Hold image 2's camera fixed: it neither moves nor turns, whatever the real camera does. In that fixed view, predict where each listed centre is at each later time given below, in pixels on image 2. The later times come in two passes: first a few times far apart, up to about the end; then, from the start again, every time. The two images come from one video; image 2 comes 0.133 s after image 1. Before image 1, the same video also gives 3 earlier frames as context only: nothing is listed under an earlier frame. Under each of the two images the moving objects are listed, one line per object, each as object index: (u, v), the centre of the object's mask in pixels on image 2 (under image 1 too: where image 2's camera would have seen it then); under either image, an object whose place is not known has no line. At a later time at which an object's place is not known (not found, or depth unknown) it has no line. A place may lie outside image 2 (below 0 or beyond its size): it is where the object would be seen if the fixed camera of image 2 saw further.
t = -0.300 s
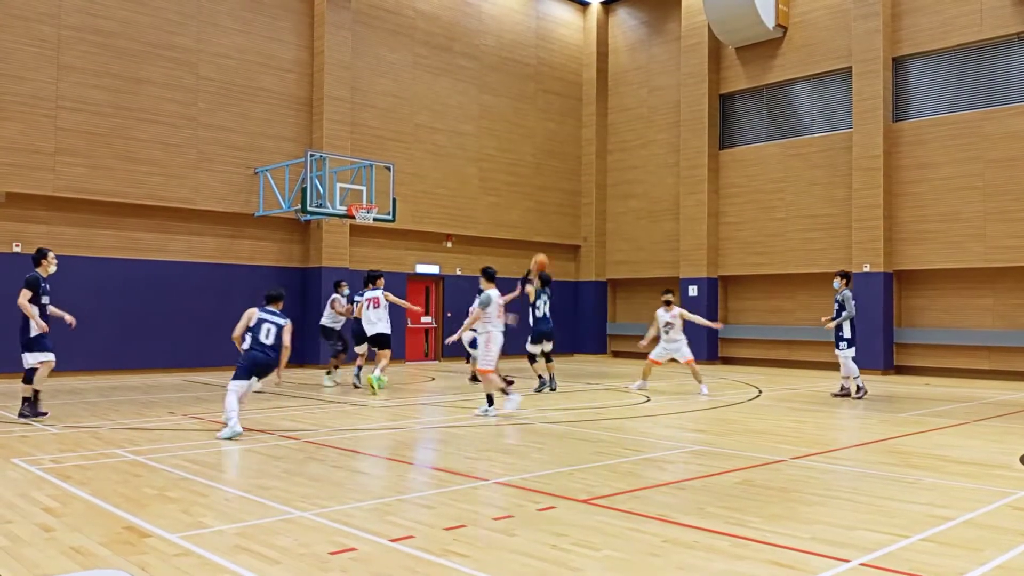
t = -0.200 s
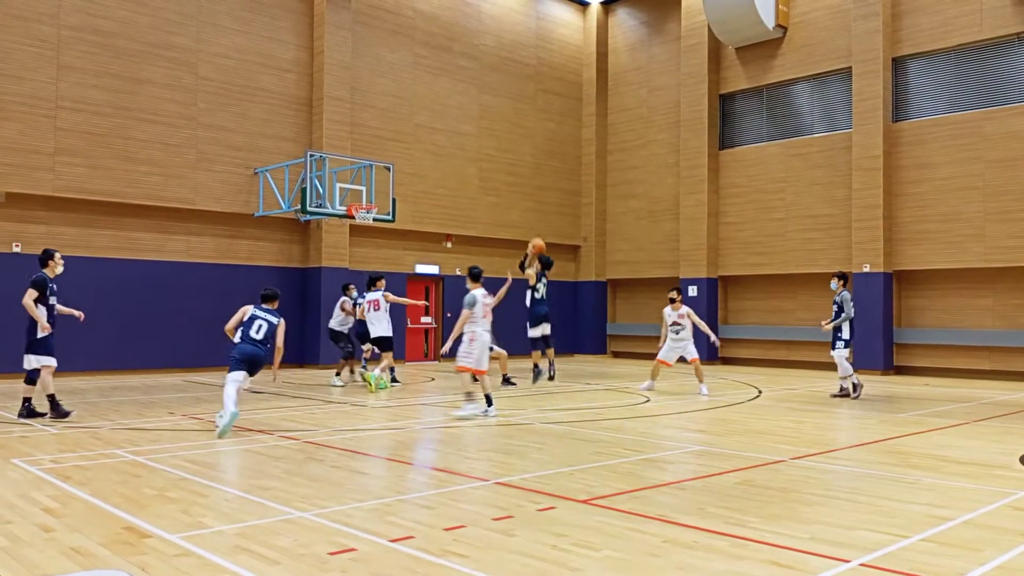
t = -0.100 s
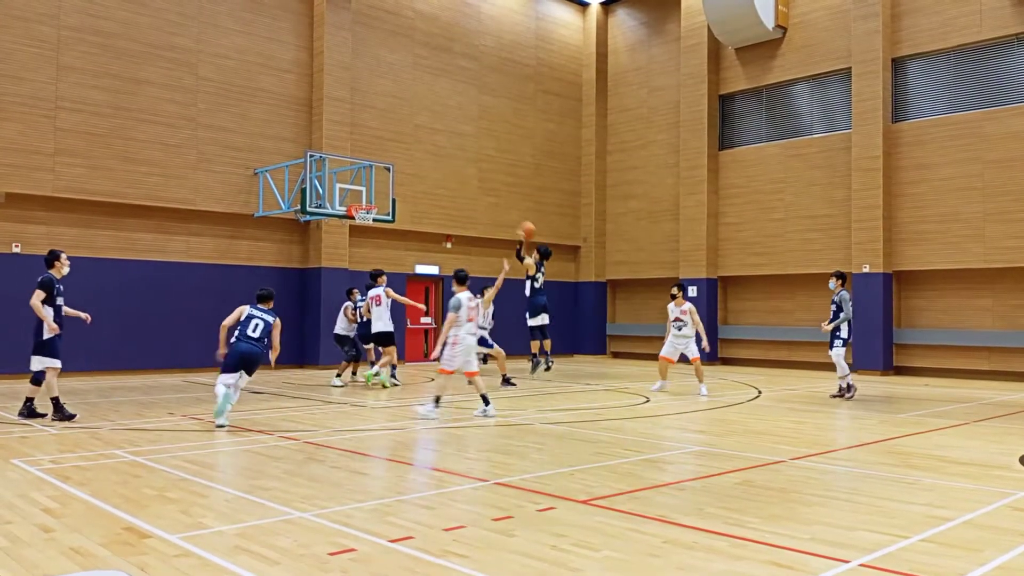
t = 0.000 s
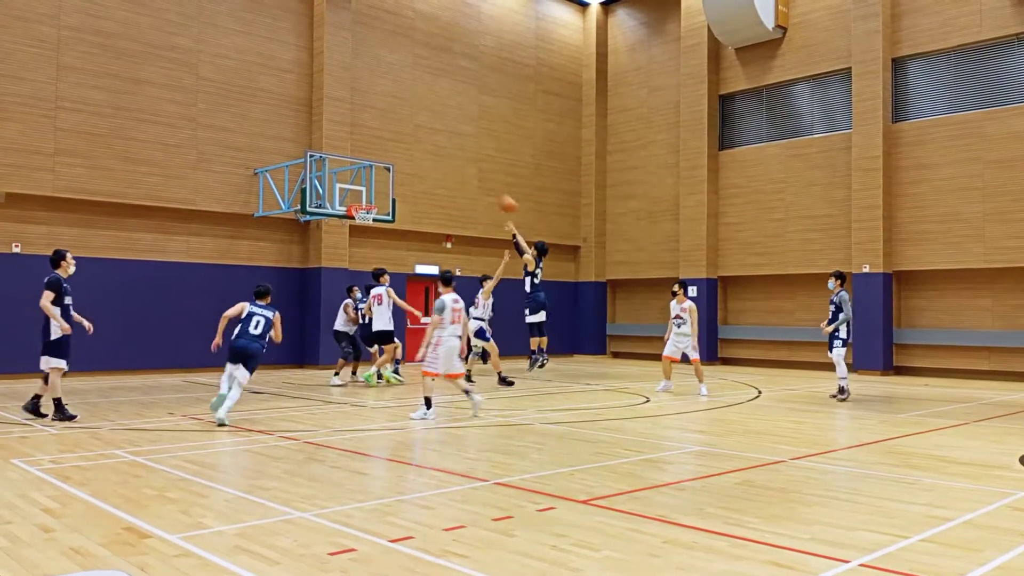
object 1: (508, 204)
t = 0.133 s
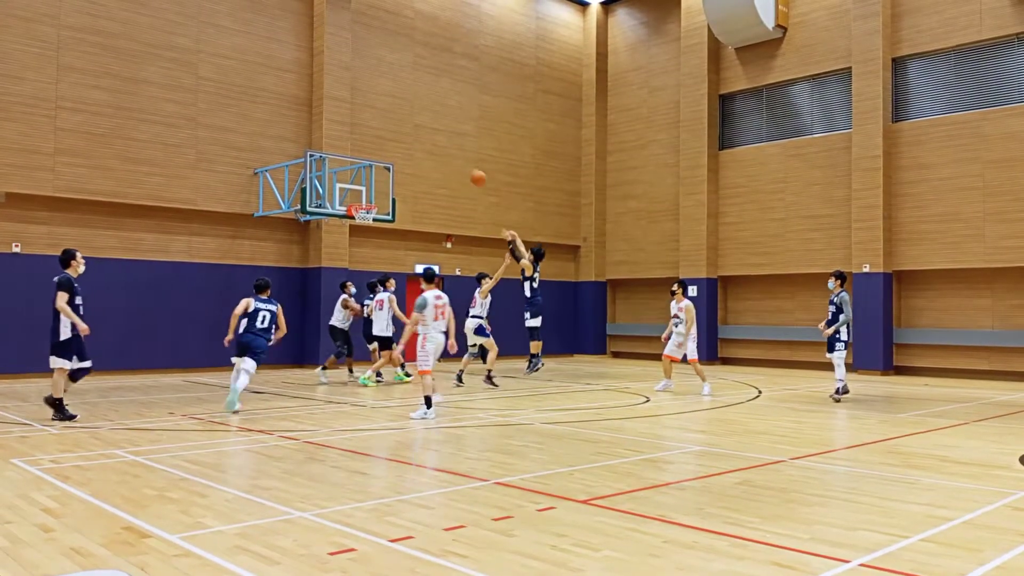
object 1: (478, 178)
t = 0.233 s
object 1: (456, 165)
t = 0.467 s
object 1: (411, 160)
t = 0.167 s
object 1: (471, 173)
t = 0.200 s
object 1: (463, 169)
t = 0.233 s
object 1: (456, 165)
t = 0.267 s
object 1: (450, 163)
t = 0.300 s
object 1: (443, 161)
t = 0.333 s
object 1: (437, 159)
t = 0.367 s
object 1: (430, 158)
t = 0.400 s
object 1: (423, 158)
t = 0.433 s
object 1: (417, 159)
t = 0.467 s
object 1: (411, 160)
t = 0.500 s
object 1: (405, 161)
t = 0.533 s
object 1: (399, 163)
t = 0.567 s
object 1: (392, 166)
